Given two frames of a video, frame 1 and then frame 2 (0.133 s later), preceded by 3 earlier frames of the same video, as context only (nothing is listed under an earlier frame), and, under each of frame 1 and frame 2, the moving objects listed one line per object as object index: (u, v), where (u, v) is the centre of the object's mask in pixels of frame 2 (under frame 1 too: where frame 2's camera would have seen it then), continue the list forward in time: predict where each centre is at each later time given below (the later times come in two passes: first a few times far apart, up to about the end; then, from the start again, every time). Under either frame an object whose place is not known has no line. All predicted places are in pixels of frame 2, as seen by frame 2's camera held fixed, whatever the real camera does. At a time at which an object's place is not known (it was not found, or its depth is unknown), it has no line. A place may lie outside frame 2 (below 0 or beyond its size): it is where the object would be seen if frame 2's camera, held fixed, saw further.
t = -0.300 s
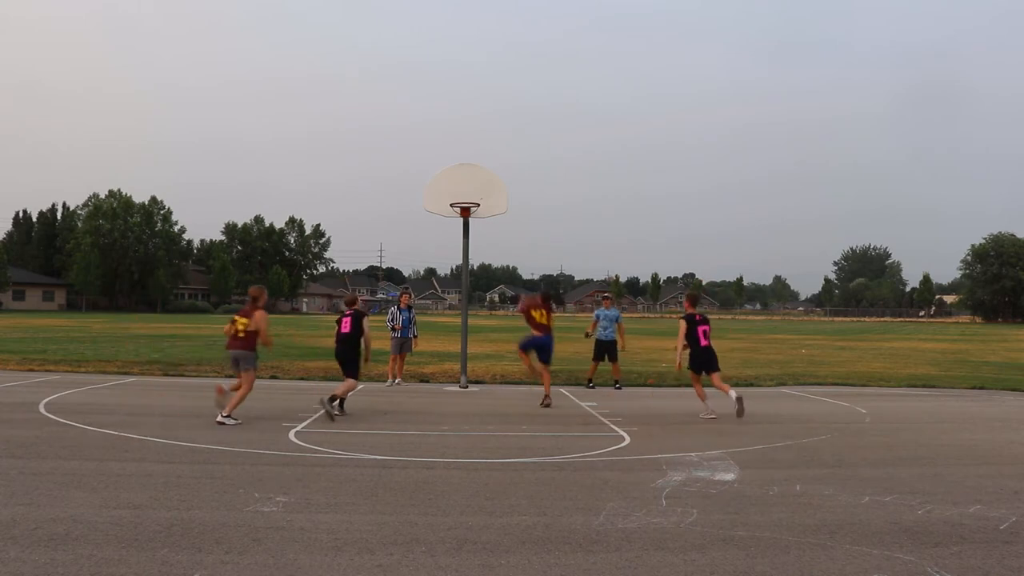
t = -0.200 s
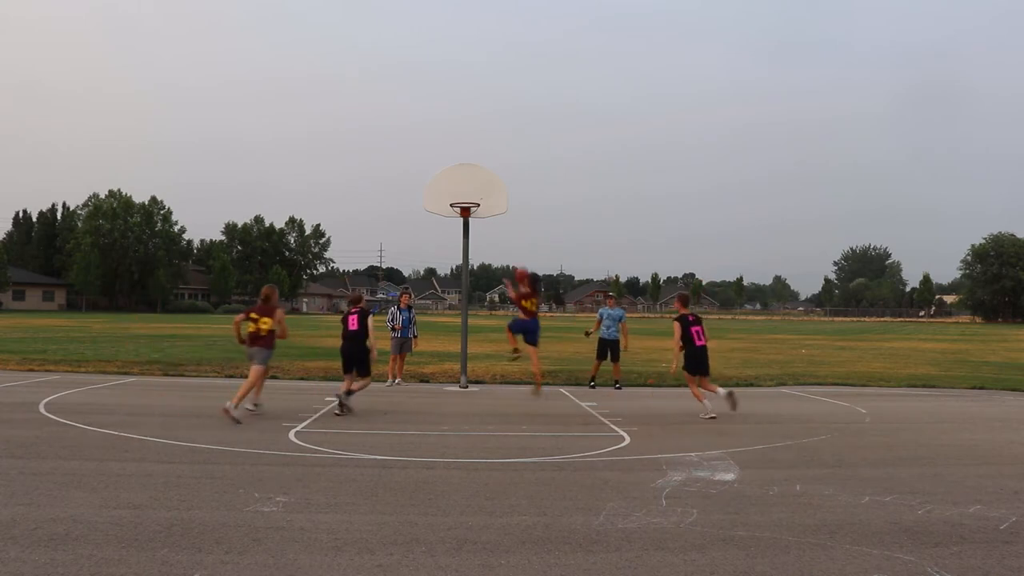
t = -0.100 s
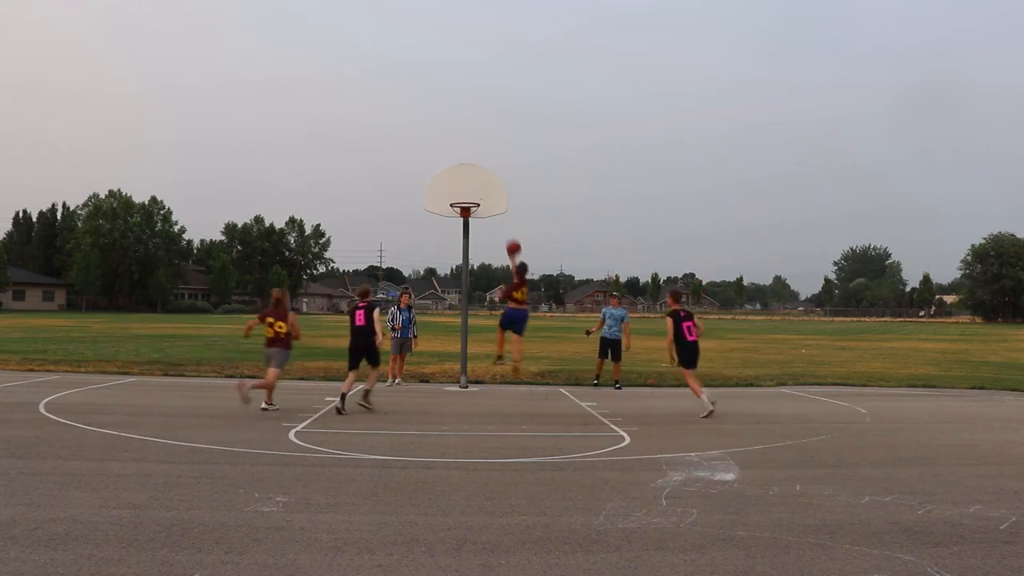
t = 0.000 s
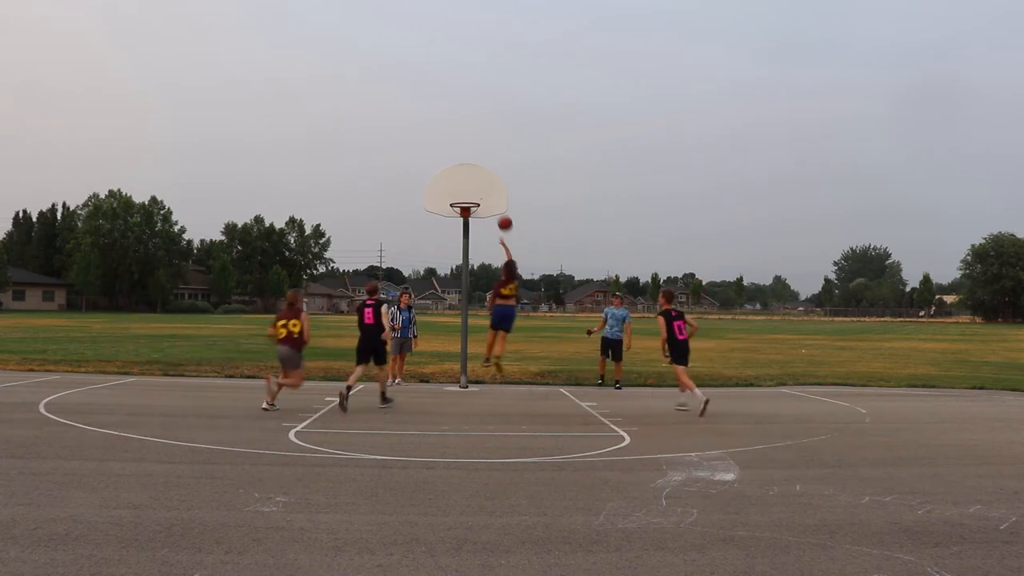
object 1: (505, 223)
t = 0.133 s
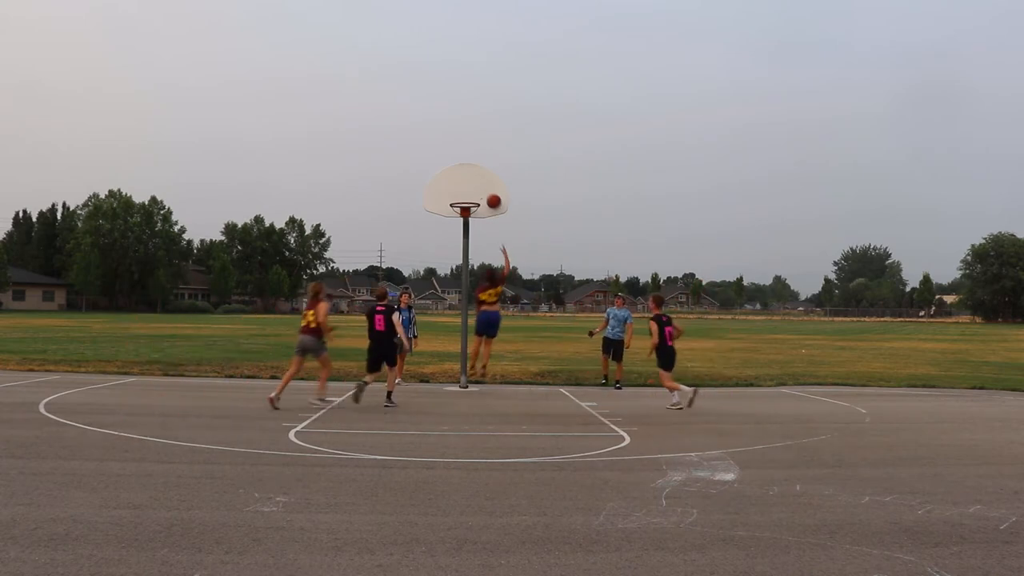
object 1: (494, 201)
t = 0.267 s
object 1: (485, 190)
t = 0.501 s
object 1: (475, 194)
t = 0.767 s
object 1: (462, 195)
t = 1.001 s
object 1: (456, 196)
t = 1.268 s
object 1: (462, 211)
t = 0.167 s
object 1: (491, 197)
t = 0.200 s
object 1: (488, 194)
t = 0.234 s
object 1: (487, 192)
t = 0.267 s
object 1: (485, 190)
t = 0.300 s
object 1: (484, 188)
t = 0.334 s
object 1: (482, 188)
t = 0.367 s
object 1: (481, 188)
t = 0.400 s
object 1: (479, 189)
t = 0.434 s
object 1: (478, 190)
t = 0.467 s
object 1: (476, 192)
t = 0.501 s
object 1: (475, 194)
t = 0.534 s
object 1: (473, 194)
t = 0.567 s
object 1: (472, 193)
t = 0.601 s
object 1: (470, 192)
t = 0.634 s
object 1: (469, 191)
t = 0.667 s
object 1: (467, 192)
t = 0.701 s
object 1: (465, 193)
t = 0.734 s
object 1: (464, 194)
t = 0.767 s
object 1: (462, 195)
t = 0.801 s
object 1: (461, 194)
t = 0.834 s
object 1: (460, 194)
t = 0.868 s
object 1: (459, 194)
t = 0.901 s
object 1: (458, 195)
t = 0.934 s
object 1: (457, 196)
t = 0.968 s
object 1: (457, 196)
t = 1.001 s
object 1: (456, 196)
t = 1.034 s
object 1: (456, 197)
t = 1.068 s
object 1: (456, 198)
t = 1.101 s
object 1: (456, 199)
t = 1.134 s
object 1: (457, 200)
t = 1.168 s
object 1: (458, 202)
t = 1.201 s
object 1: (458, 204)
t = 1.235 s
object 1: (459, 207)
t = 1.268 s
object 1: (462, 211)
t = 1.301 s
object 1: (462, 214)
